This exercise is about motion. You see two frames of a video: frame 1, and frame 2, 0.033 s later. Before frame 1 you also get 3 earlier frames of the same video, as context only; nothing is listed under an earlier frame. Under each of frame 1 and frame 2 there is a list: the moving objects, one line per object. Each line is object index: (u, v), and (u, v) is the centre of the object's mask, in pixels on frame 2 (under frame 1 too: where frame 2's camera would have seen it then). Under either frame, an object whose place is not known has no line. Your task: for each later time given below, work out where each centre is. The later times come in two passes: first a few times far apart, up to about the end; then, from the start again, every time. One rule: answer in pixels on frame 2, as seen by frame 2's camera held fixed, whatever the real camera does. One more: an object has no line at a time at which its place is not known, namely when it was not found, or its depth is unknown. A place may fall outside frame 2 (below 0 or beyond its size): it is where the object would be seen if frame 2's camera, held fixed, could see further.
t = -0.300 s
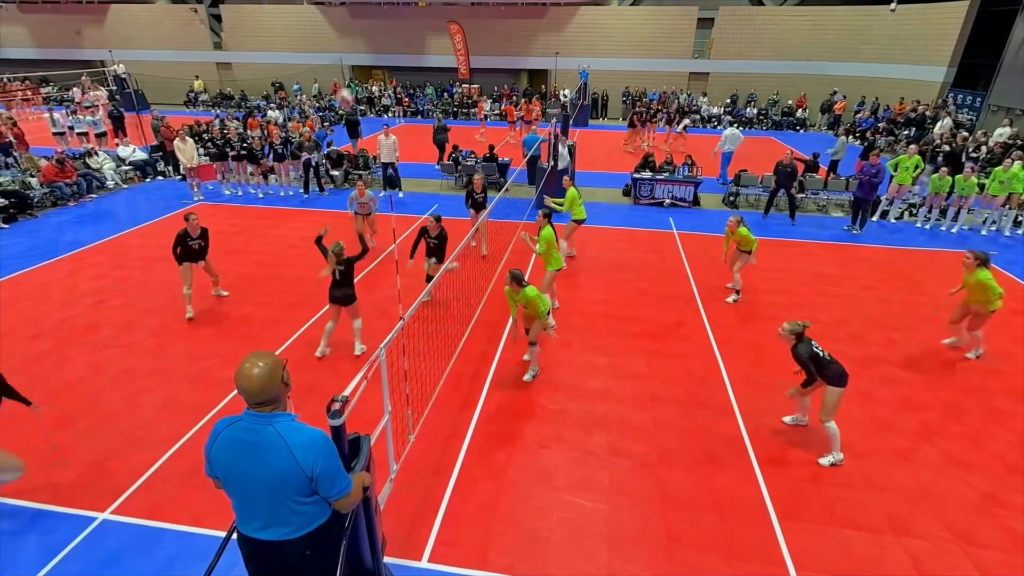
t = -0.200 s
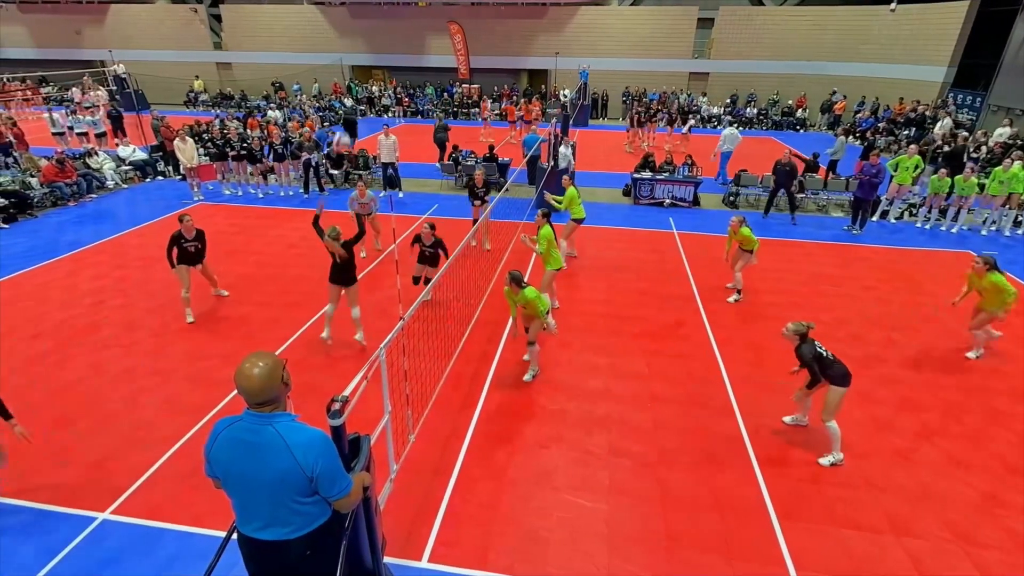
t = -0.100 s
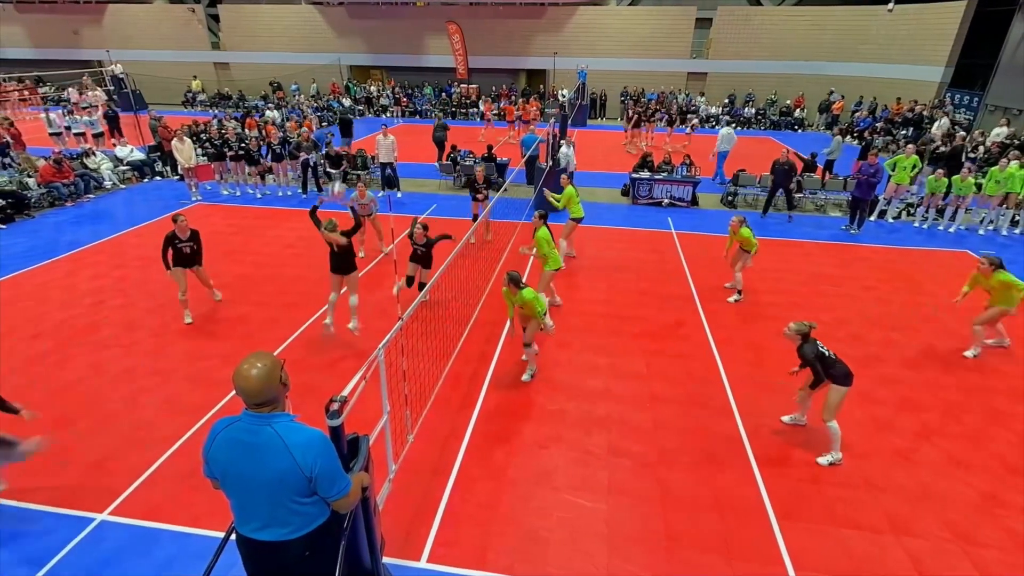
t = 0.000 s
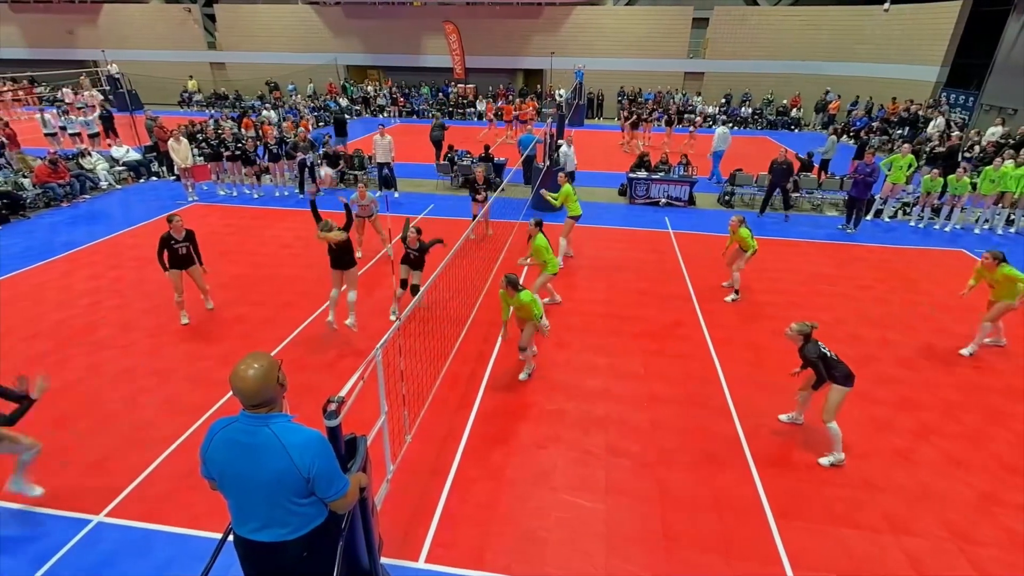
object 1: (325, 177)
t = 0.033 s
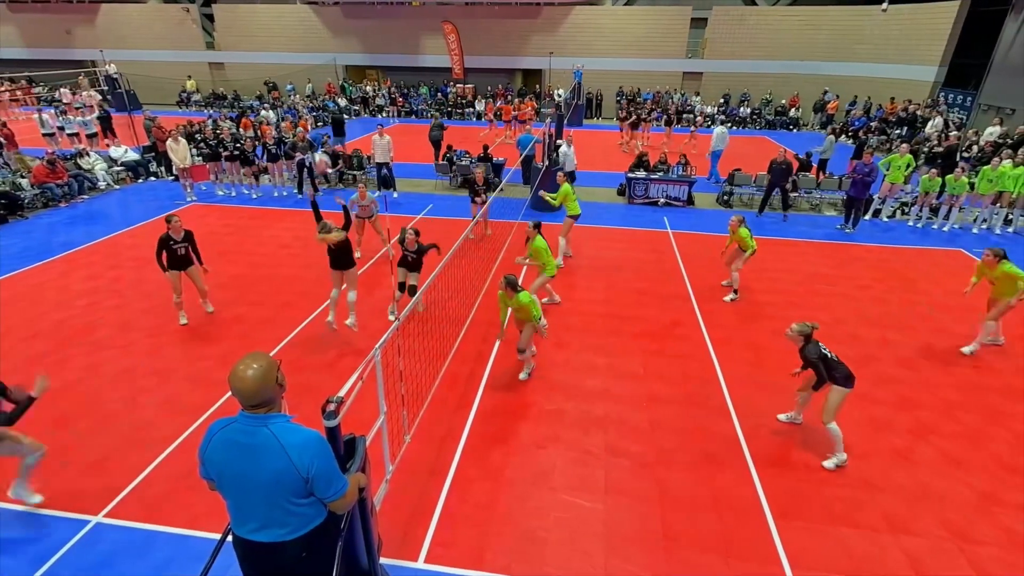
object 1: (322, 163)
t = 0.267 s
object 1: (295, 73)
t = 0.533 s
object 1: (268, 22)
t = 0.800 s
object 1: (254, 60)
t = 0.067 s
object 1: (318, 148)
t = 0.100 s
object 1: (314, 134)
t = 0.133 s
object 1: (310, 121)
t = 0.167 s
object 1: (306, 109)
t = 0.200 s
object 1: (302, 96)
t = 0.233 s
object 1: (298, 84)
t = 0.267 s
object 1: (295, 73)
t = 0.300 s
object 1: (291, 62)
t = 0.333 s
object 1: (287, 54)
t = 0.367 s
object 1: (284, 46)
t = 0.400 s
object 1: (280, 39)
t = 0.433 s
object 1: (277, 33)
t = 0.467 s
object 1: (274, 28)
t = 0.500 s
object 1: (272, 24)
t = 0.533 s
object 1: (268, 22)
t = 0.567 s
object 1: (266, 22)
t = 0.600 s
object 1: (263, 22)
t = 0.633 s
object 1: (261, 25)
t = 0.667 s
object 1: (259, 28)
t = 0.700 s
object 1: (257, 33)
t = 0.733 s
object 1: (256, 41)
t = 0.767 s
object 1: (254, 50)
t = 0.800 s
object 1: (254, 60)
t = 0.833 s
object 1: (252, 72)
